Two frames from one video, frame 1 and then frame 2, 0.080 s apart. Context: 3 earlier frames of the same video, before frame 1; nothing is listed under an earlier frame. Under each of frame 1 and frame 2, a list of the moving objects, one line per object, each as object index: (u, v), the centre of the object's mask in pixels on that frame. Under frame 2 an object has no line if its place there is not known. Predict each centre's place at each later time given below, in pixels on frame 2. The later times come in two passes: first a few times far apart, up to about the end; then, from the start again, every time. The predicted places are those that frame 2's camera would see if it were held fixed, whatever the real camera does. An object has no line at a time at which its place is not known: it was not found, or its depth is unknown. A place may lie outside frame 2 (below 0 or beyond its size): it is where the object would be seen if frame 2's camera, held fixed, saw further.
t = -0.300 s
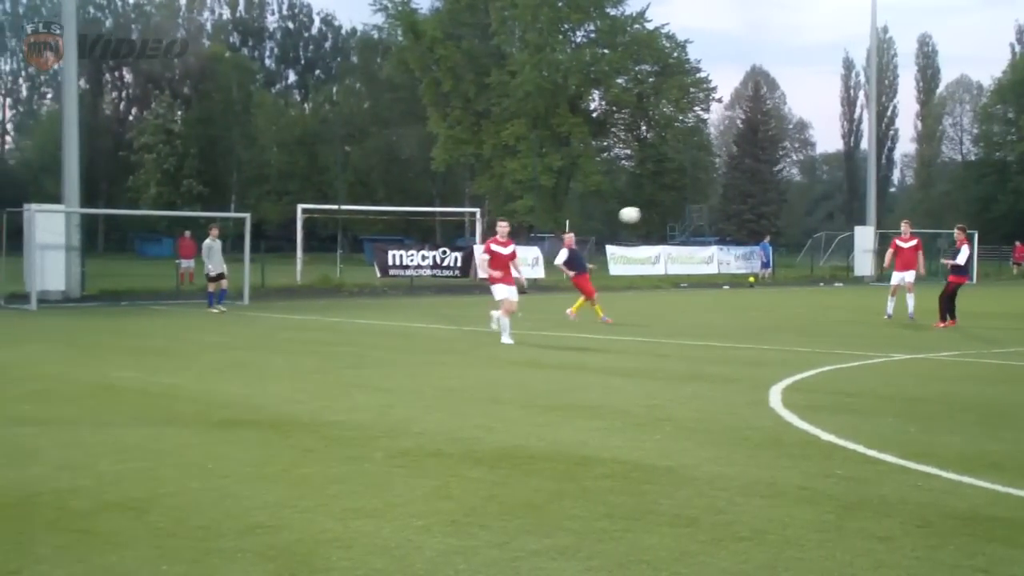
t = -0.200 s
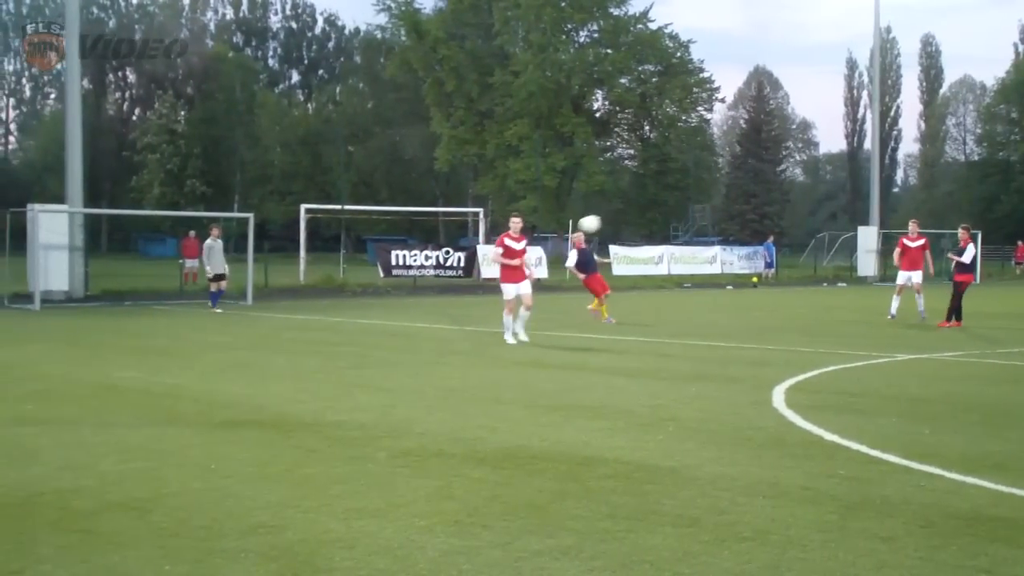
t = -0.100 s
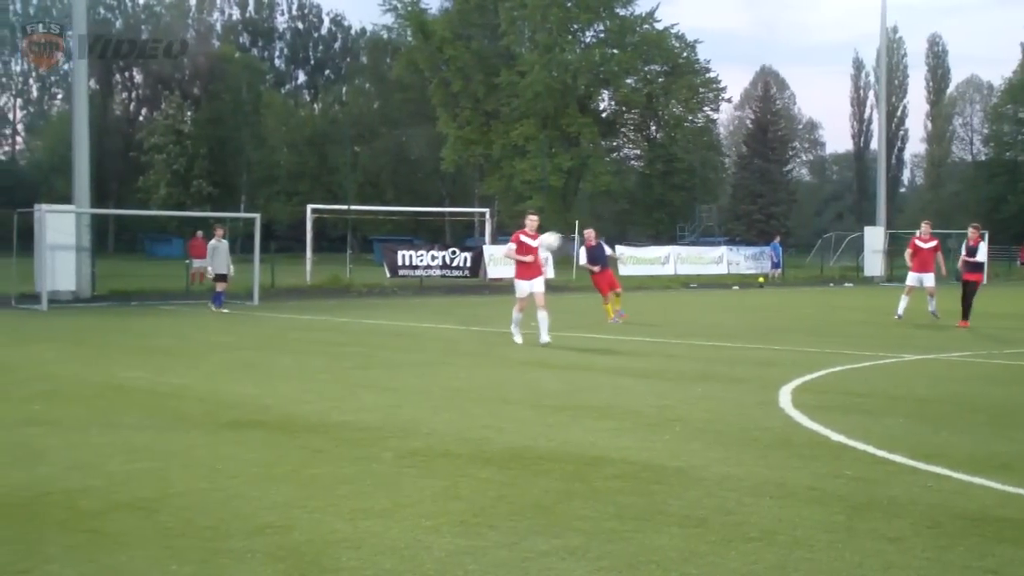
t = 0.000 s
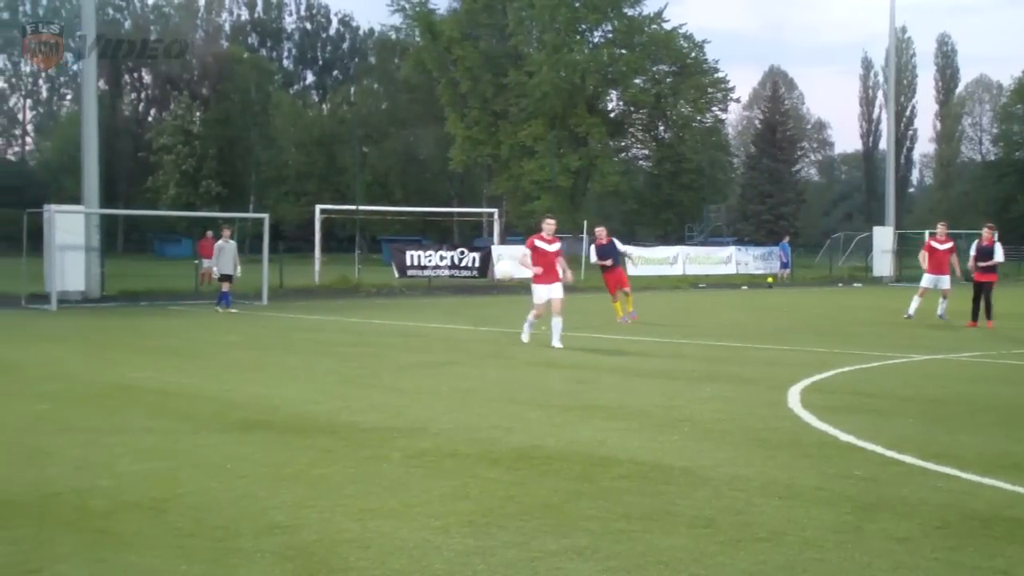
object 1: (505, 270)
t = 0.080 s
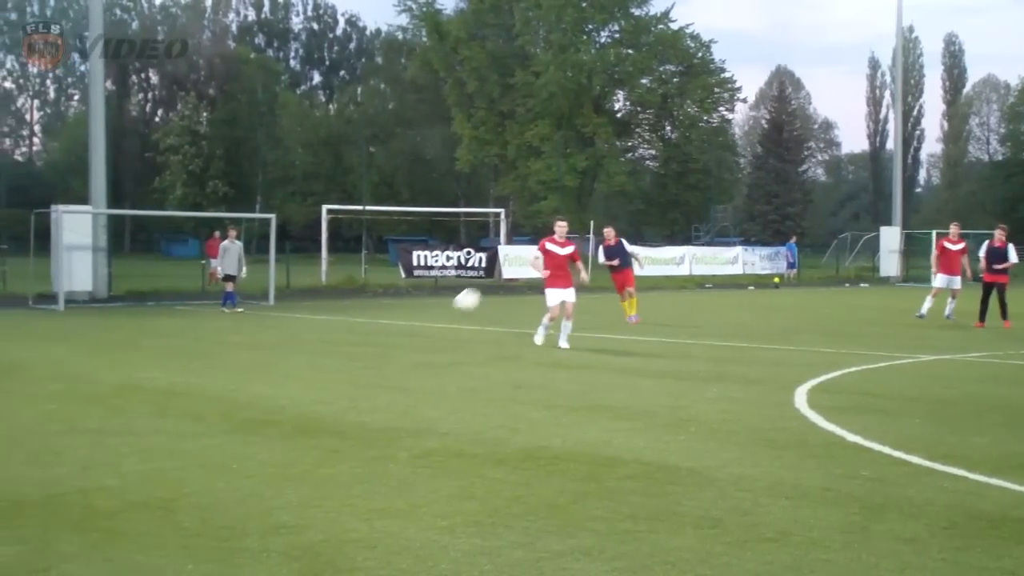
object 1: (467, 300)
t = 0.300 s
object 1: (344, 356)
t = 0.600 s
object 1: (199, 305)
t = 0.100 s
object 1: (456, 308)
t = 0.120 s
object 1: (444, 318)
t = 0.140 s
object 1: (431, 329)
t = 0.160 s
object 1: (419, 339)
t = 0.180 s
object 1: (405, 352)
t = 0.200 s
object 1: (391, 364)
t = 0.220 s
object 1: (378, 377)
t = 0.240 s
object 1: (368, 376)
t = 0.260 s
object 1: (360, 368)
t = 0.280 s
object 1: (352, 361)
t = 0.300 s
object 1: (344, 356)
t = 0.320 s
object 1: (335, 349)
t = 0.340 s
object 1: (327, 343)
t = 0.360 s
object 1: (318, 338)
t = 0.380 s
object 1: (309, 332)
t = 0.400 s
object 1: (300, 327)
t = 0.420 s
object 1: (291, 323)
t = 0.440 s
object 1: (281, 320)
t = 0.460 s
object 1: (272, 317)
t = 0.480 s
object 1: (262, 314)
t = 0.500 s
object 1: (253, 311)
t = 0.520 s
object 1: (242, 309)
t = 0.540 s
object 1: (232, 307)
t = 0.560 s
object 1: (221, 306)
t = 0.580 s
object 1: (210, 306)
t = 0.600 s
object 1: (199, 305)
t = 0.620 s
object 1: (188, 306)
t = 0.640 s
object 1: (177, 307)
